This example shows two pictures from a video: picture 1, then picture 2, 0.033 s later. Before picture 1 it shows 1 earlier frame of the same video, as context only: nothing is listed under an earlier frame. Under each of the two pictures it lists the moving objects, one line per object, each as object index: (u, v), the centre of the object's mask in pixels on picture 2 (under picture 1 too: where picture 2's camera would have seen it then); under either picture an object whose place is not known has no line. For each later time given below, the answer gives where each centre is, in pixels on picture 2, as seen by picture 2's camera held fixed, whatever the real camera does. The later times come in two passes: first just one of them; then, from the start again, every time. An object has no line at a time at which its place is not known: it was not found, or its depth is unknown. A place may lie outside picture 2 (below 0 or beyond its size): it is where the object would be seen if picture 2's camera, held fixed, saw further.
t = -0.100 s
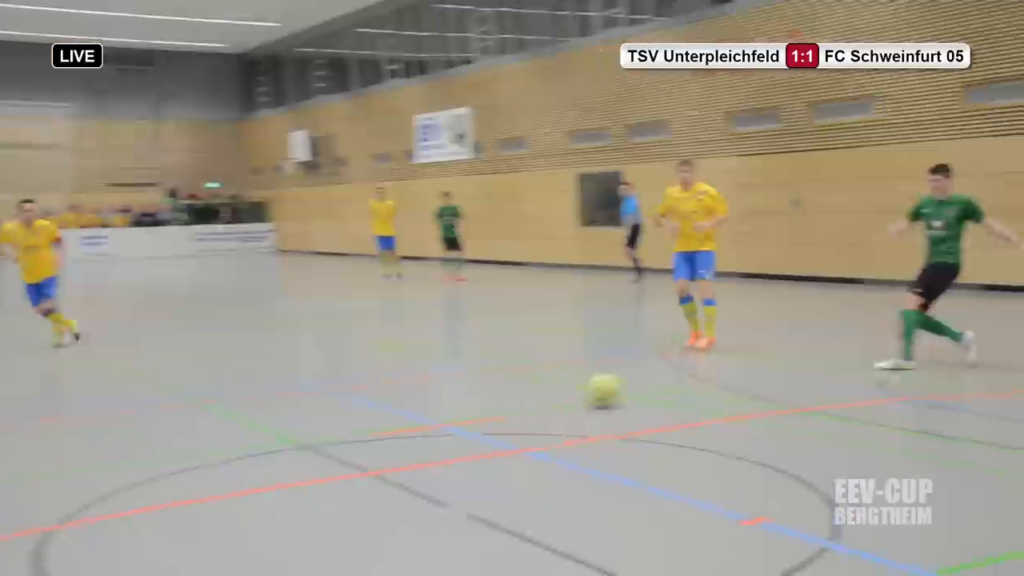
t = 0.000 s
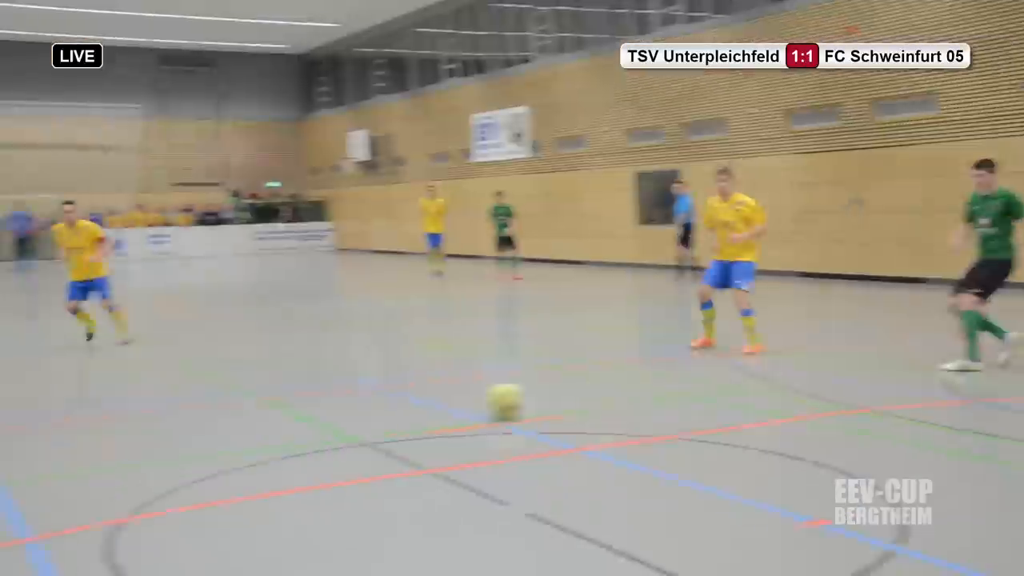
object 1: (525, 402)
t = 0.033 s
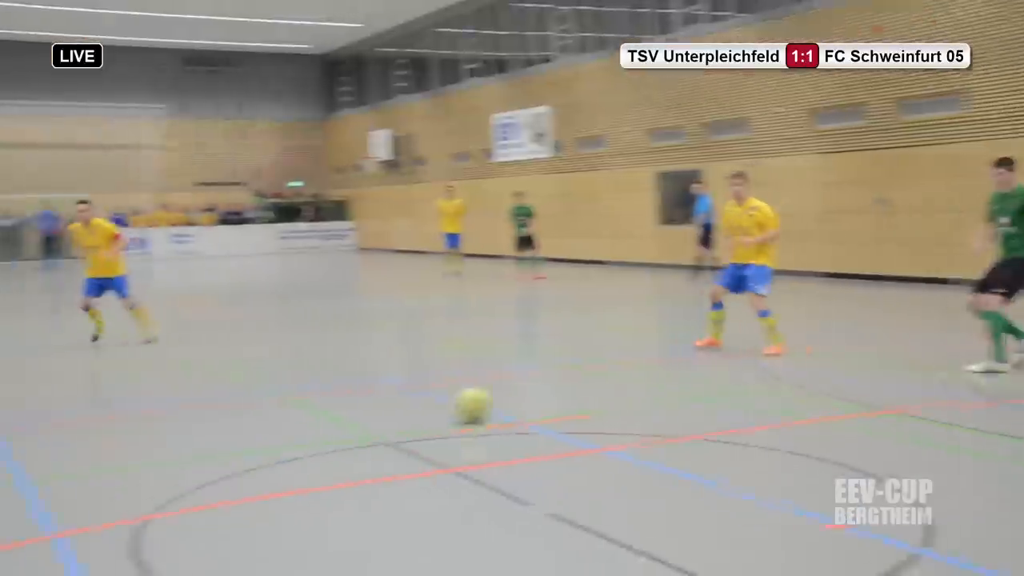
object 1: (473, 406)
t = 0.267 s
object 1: (104, 434)
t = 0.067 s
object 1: (421, 410)
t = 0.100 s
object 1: (369, 413)
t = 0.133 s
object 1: (317, 417)
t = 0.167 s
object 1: (265, 420)
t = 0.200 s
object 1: (213, 424)
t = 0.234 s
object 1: (160, 428)
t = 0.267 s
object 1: (104, 434)
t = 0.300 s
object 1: (46, 440)
